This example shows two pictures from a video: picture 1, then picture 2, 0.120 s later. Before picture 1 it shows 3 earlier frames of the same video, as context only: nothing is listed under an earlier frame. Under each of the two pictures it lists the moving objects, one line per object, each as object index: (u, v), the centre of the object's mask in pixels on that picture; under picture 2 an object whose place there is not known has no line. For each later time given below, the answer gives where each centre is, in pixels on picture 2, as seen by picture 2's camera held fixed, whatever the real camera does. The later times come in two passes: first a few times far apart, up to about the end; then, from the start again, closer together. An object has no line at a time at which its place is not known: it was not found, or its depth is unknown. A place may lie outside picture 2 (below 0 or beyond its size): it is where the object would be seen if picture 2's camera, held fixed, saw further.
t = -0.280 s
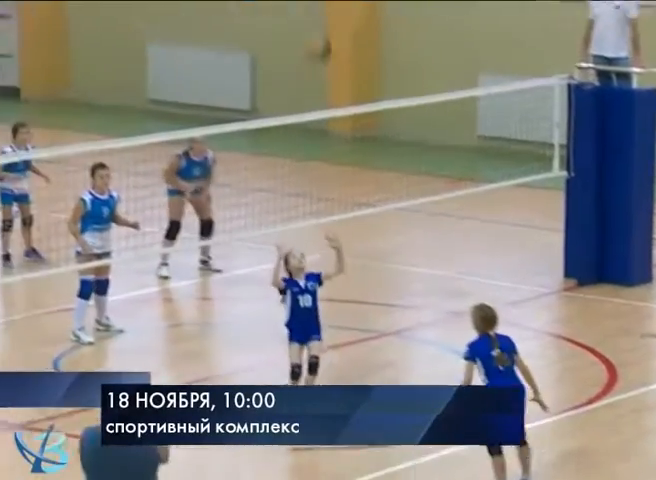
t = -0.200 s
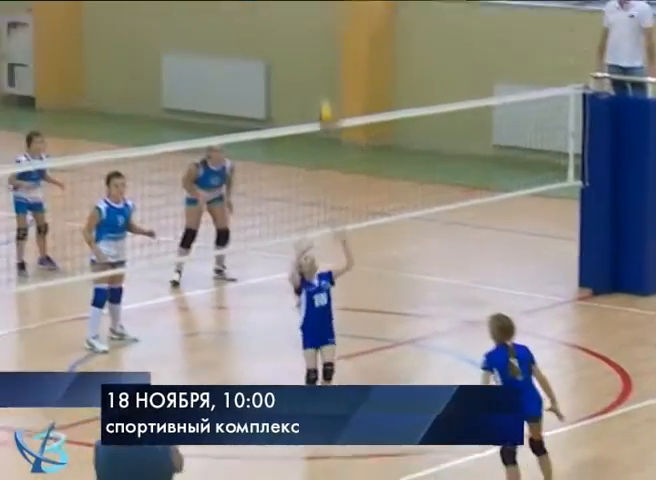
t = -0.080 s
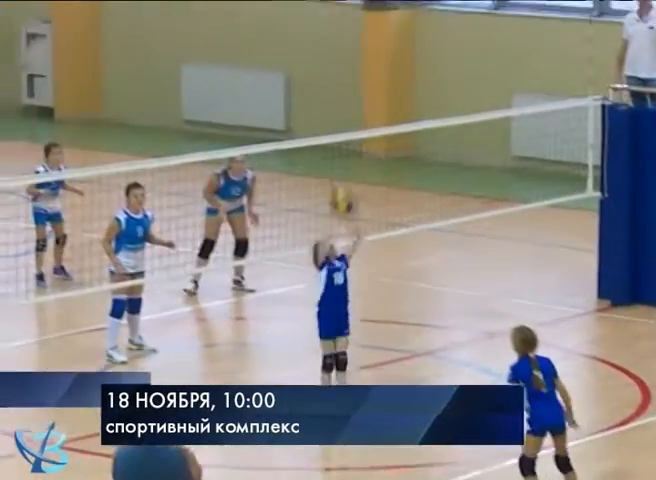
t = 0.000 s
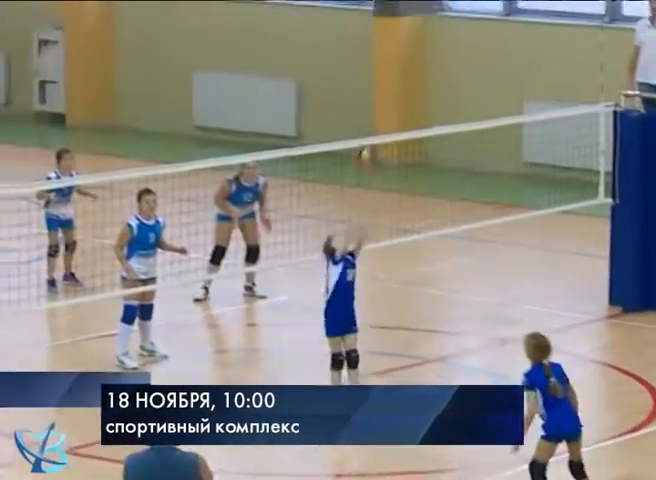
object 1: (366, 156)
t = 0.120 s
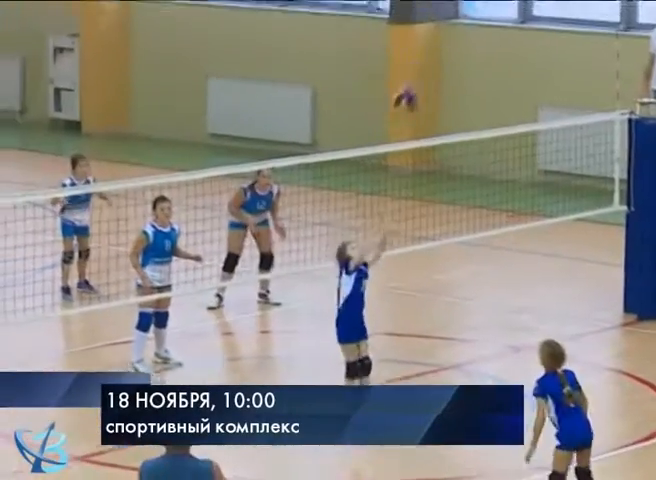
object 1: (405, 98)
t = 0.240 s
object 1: (427, 51)
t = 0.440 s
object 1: (470, 11)
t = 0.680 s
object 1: (519, 30)
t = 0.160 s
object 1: (413, 82)
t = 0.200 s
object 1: (420, 65)
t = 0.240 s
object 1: (427, 51)
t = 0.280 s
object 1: (436, 39)
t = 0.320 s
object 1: (444, 30)
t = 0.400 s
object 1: (460, 17)
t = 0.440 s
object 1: (470, 11)
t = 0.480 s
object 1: (478, 10)
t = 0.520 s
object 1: (486, 10)
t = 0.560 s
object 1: (494, 12)
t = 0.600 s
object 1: (502, 16)
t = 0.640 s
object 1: (510, 23)
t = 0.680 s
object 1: (519, 30)
